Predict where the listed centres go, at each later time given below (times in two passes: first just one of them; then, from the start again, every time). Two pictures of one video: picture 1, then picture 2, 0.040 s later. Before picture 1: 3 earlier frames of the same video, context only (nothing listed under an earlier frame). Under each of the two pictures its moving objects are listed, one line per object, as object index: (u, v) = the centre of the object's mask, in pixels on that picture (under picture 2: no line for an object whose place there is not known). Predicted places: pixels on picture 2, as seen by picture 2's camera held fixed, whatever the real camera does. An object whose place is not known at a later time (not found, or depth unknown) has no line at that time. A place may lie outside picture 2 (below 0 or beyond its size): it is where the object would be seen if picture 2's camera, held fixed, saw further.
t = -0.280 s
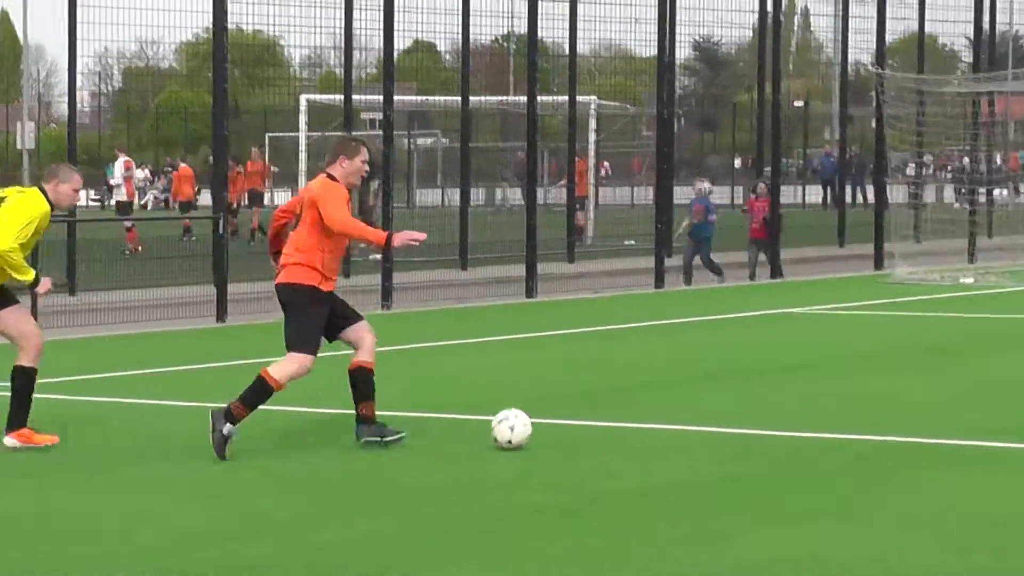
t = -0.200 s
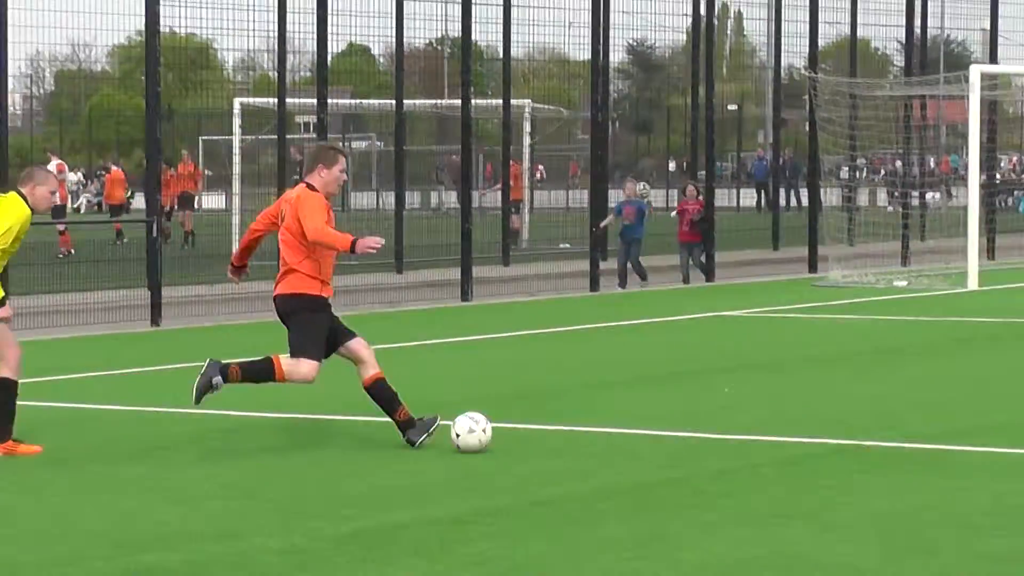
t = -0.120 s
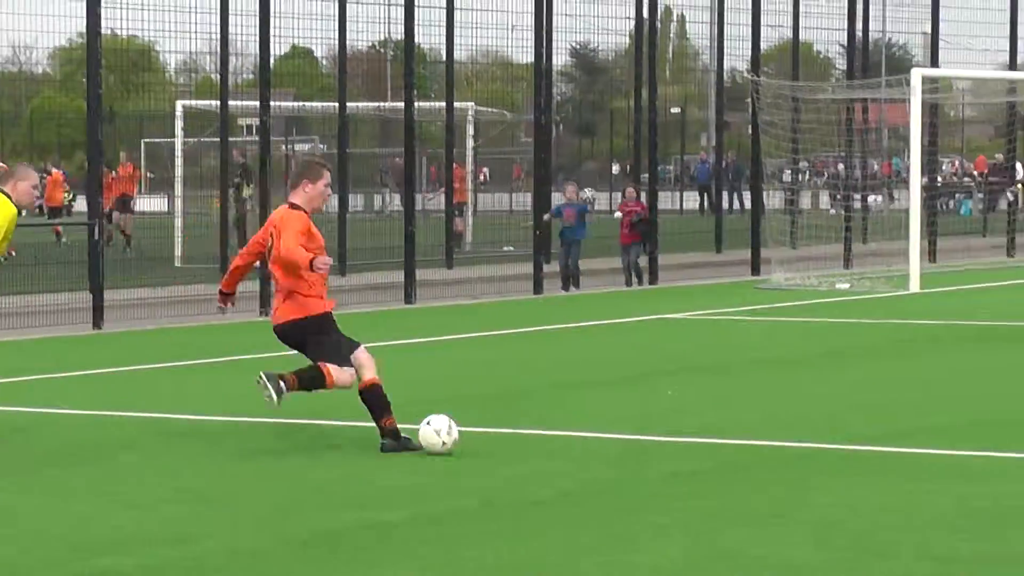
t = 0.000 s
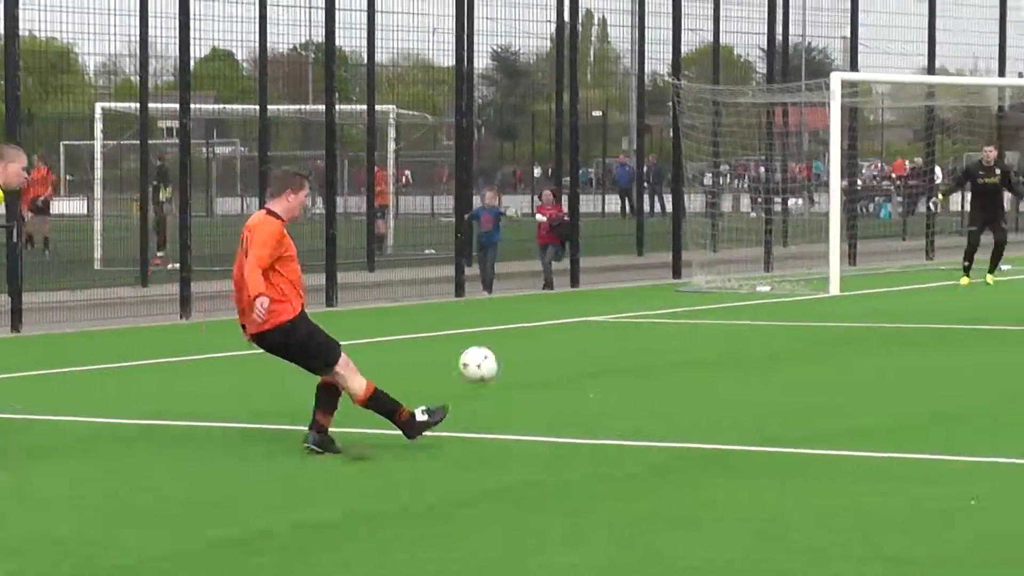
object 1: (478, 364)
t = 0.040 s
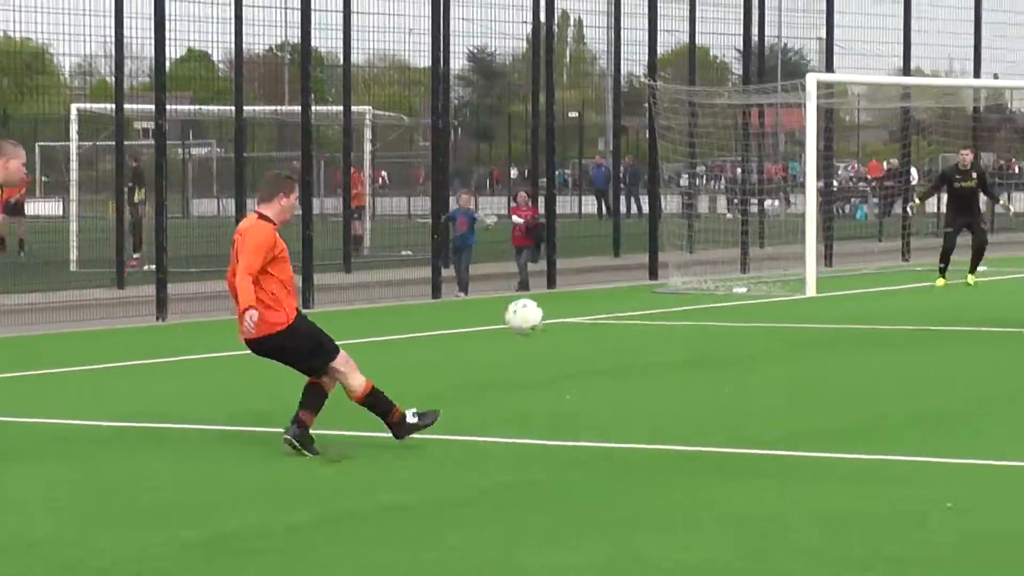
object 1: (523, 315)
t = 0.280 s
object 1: (834, 104)
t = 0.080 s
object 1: (586, 272)
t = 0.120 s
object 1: (645, 231)
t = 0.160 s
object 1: (698, 195)
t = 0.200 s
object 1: (747, 162)
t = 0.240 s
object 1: (792, 131)
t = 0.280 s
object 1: (834, 104)
